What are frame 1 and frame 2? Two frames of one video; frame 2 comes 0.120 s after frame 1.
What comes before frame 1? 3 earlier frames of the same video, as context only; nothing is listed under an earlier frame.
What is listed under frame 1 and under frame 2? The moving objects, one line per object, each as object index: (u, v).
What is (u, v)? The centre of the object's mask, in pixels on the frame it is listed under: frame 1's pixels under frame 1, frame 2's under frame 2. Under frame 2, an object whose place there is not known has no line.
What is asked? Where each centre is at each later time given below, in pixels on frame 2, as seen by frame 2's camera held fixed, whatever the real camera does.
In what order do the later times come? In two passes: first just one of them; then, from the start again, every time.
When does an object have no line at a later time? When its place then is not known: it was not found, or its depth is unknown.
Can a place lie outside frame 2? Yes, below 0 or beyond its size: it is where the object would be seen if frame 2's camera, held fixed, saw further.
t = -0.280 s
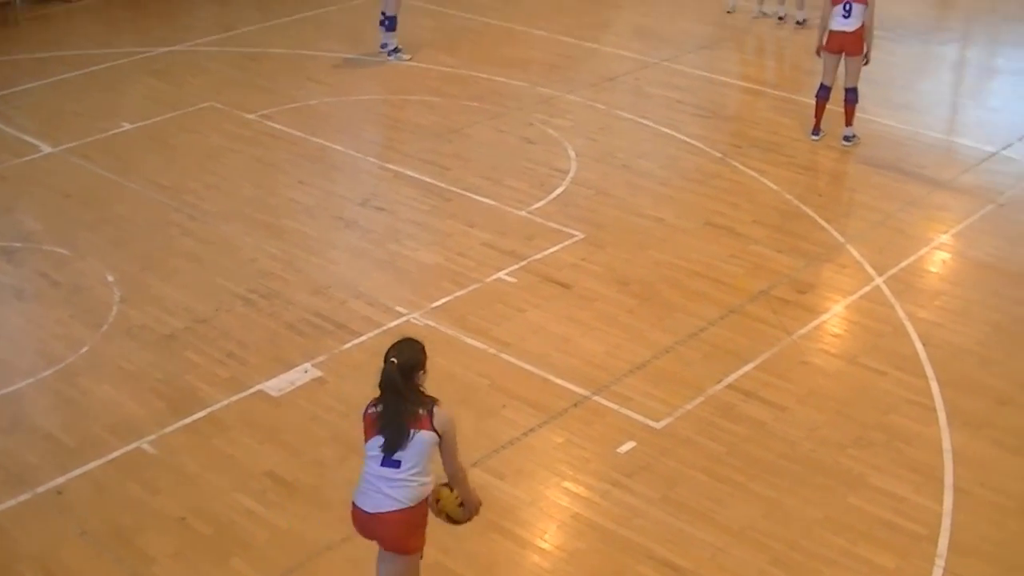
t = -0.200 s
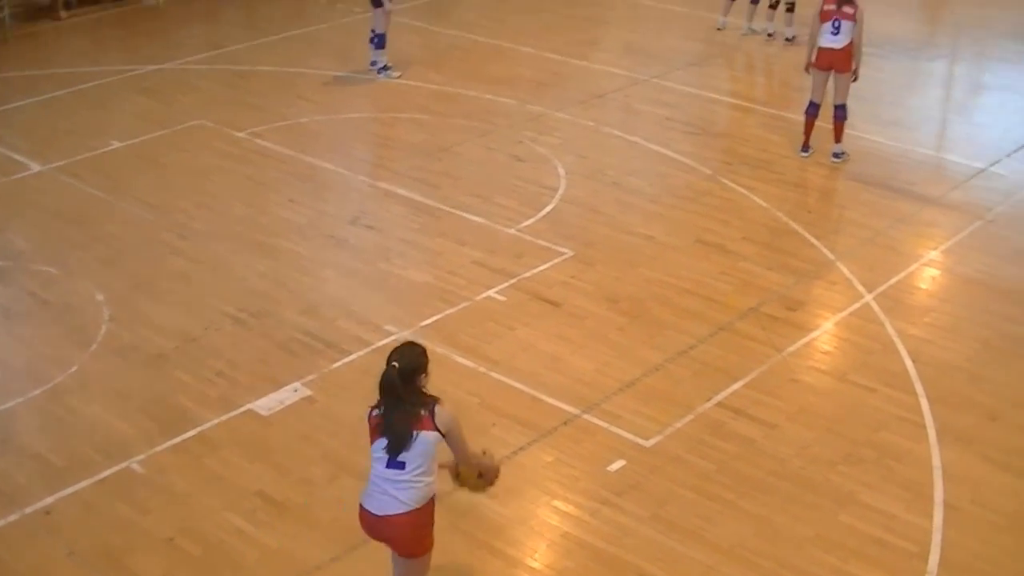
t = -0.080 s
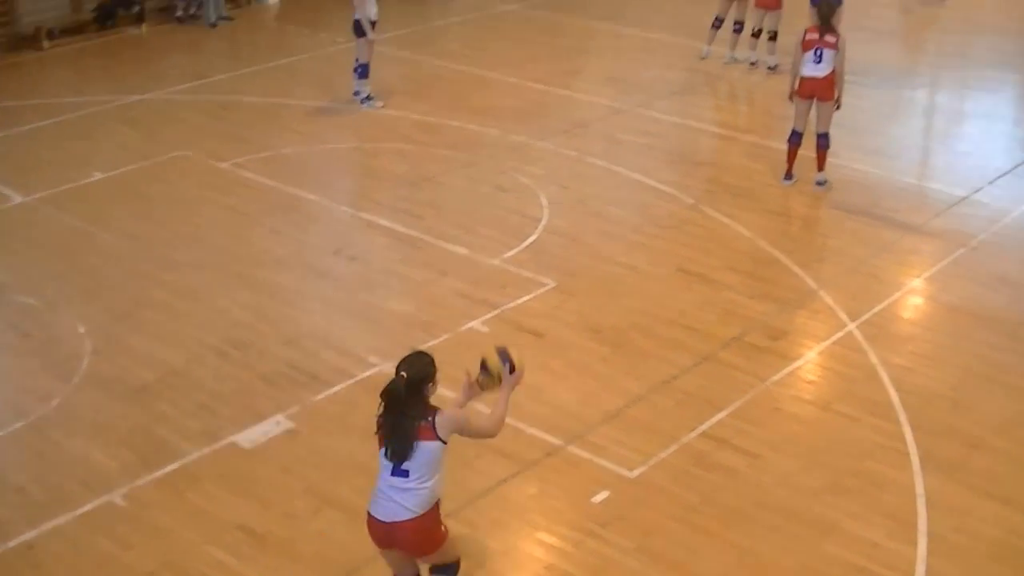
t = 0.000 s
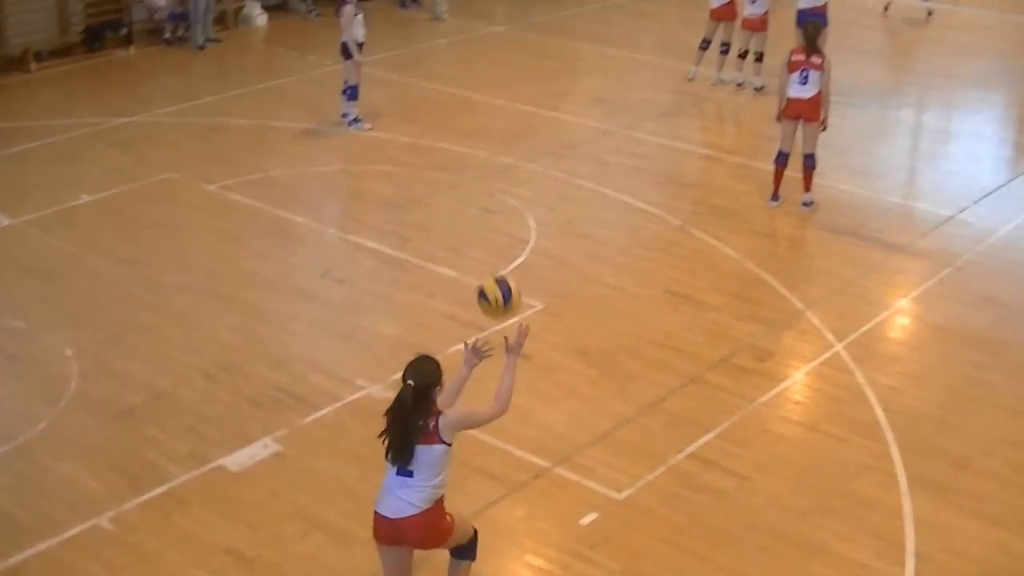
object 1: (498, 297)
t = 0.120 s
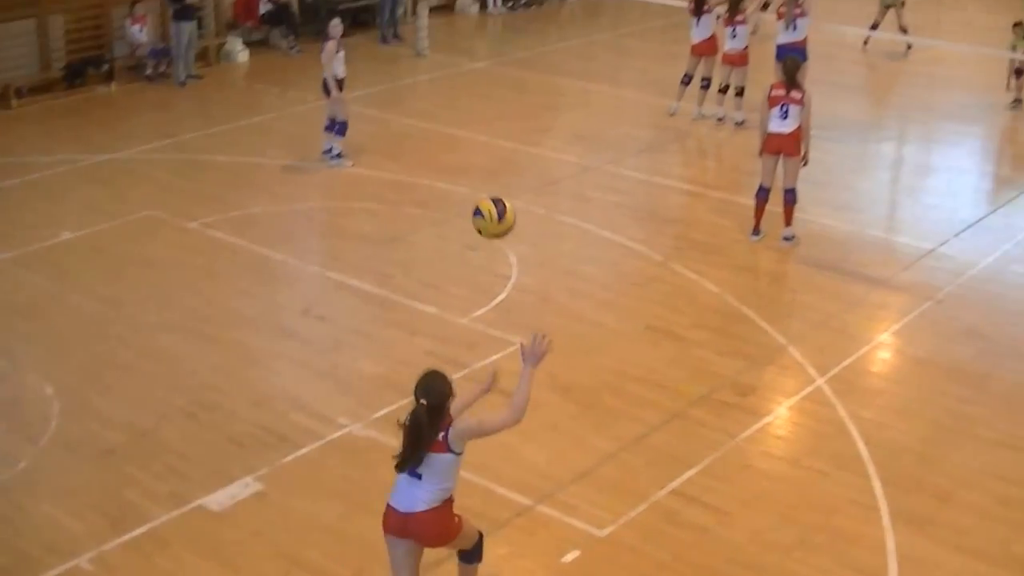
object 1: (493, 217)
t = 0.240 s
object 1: (506, 133)
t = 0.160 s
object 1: (498, 186)
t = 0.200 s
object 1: (502, 158)
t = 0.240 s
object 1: (506, 133)
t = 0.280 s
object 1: (510, 112)
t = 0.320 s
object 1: (514, 94)
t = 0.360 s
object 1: (518, 79)
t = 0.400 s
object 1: (522, 68)
